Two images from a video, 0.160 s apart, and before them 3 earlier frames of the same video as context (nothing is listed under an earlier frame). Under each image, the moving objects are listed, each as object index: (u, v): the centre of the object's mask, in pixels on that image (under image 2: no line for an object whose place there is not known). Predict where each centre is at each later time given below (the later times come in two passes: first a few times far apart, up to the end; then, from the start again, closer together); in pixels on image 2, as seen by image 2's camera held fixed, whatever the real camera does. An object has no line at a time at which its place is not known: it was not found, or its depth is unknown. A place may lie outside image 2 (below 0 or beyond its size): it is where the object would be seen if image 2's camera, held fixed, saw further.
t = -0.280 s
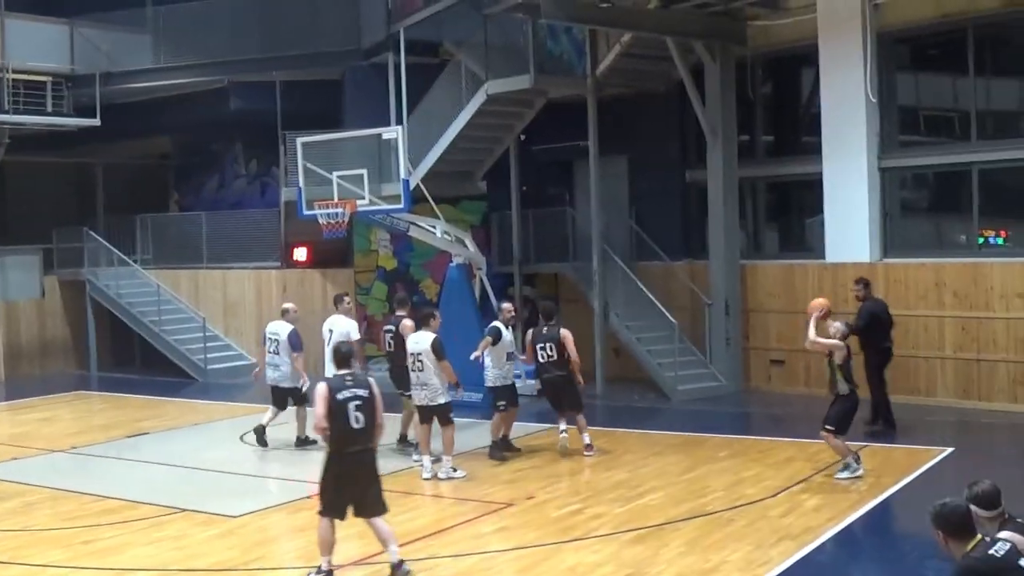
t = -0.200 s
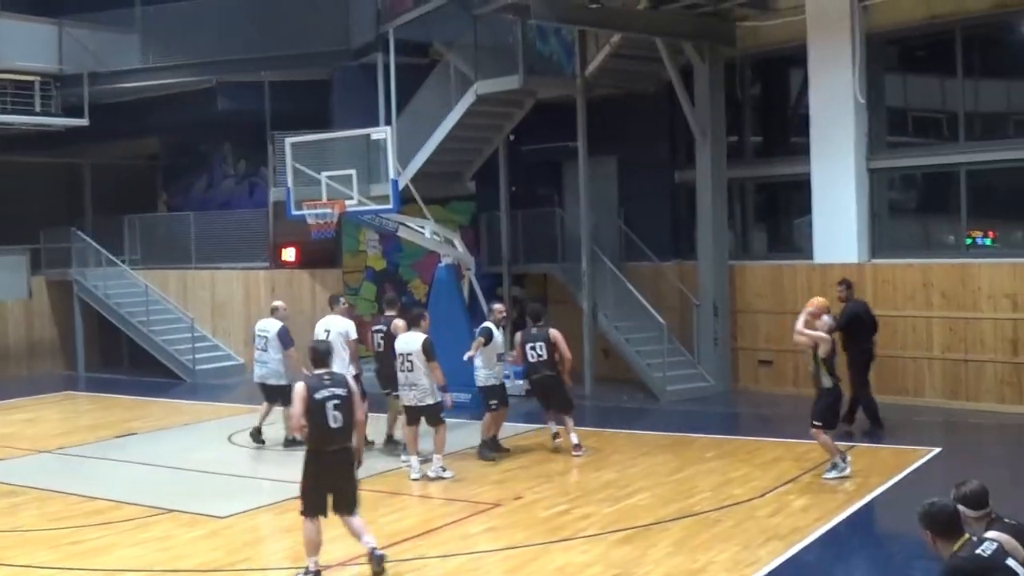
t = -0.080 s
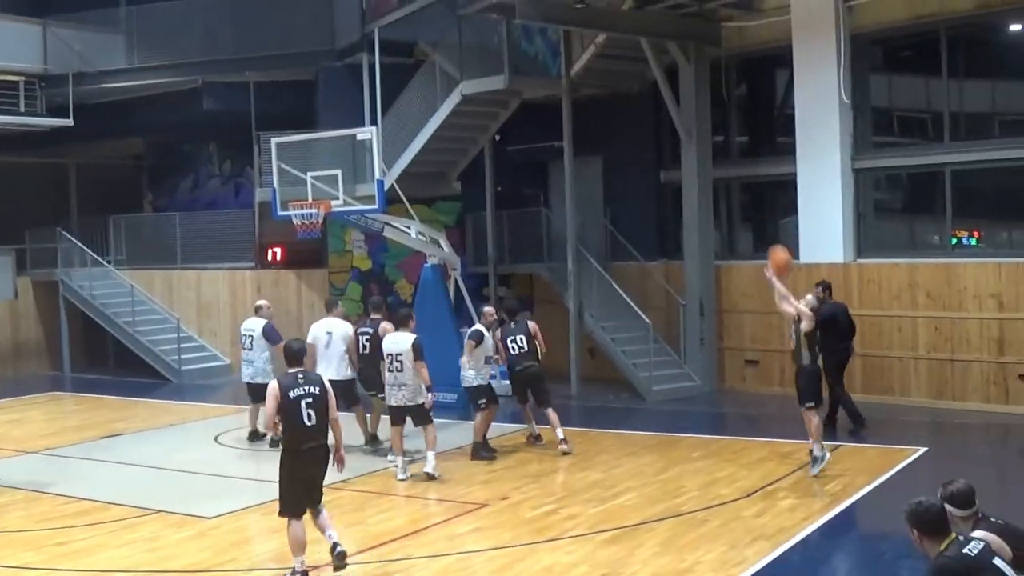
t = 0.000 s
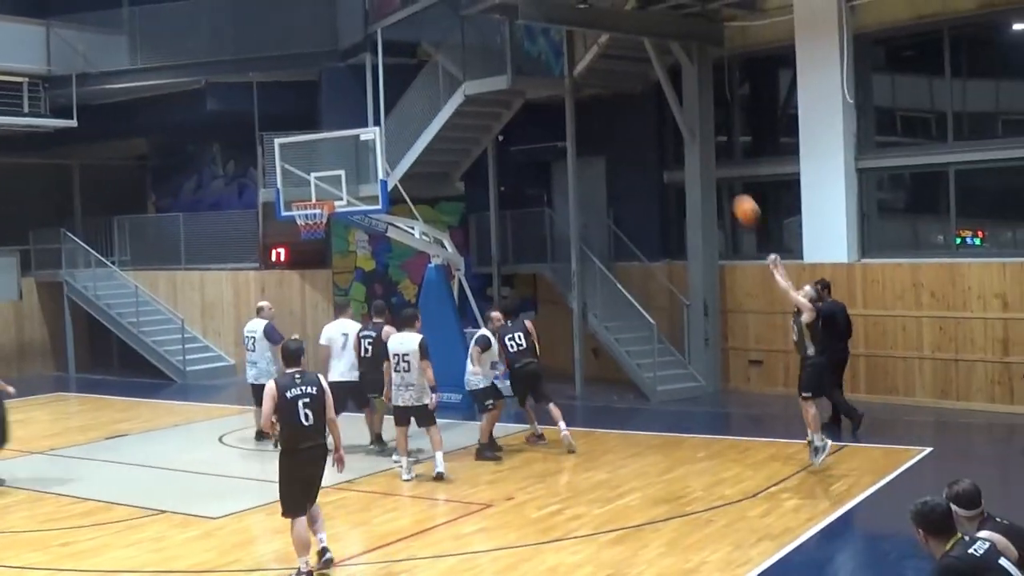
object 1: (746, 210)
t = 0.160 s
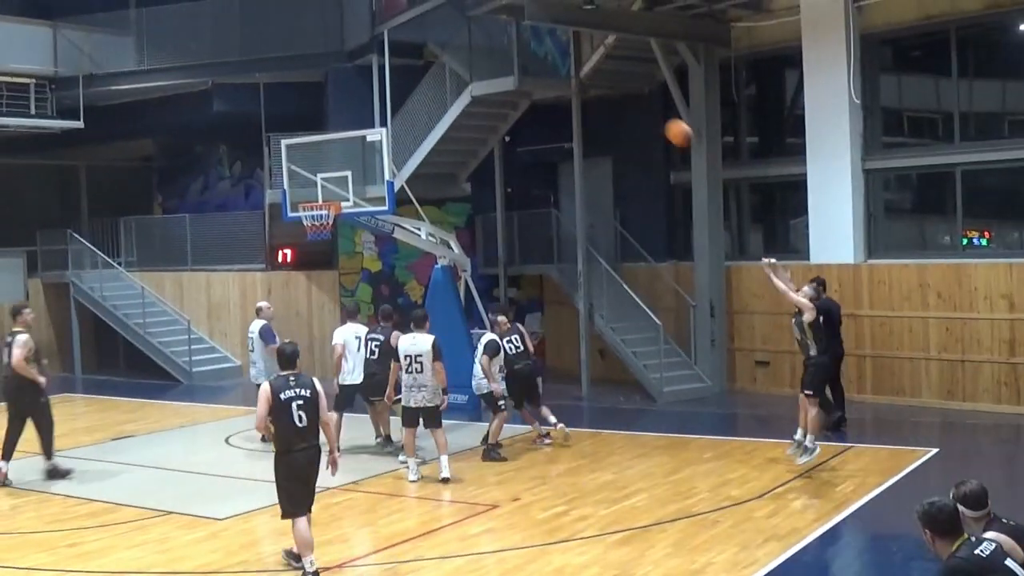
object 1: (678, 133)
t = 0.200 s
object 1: (660, 118)
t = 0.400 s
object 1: (575, 66)
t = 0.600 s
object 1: (501, 51)
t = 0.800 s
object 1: (437, 69)
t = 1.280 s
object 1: (307, 225)
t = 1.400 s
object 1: (290, 245)
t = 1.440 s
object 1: (284, 256)
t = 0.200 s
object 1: (660, 118)
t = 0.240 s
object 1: (643, 104)
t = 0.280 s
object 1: (626, 92)
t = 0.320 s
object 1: (609, 82)
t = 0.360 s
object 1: (592, 73)
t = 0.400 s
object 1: (575, 66)
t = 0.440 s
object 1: (560, 60)
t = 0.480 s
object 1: (545, 56)
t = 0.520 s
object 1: (530, 53)
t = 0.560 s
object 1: (516, 51)
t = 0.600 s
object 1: (501, 51)
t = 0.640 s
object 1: (488, 52)
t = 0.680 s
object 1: (474, 54)
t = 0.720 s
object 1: (462, 58)
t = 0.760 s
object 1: (449, 63)
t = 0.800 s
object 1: (437, 69)
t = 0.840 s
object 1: (425, 77)
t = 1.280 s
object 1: (307, 225)
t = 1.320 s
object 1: (301, 231)
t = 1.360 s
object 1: (295, 239)
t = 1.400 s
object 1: (290, 245)
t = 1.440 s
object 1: (284, 256)
